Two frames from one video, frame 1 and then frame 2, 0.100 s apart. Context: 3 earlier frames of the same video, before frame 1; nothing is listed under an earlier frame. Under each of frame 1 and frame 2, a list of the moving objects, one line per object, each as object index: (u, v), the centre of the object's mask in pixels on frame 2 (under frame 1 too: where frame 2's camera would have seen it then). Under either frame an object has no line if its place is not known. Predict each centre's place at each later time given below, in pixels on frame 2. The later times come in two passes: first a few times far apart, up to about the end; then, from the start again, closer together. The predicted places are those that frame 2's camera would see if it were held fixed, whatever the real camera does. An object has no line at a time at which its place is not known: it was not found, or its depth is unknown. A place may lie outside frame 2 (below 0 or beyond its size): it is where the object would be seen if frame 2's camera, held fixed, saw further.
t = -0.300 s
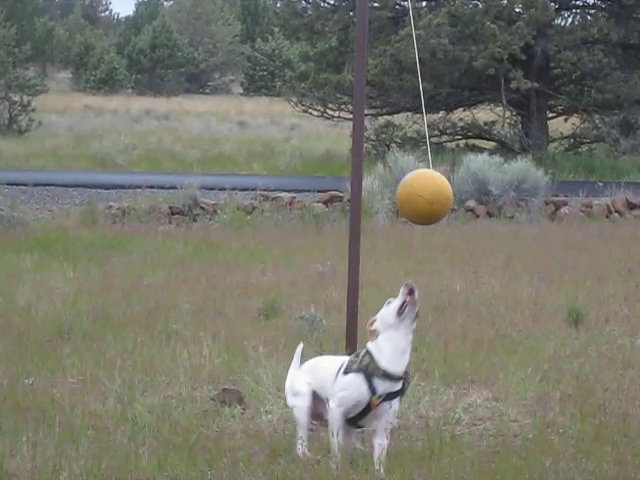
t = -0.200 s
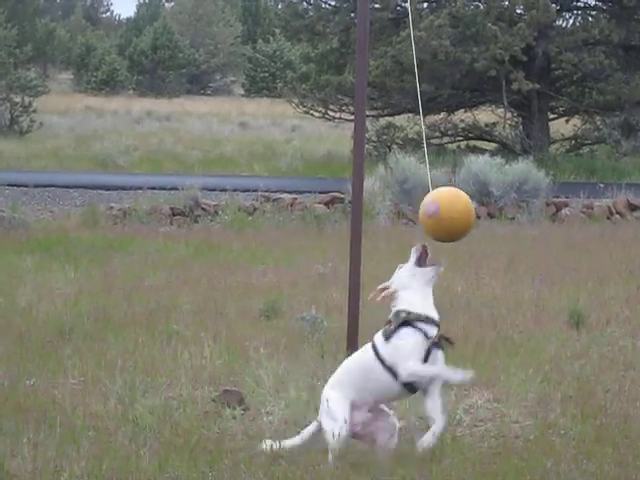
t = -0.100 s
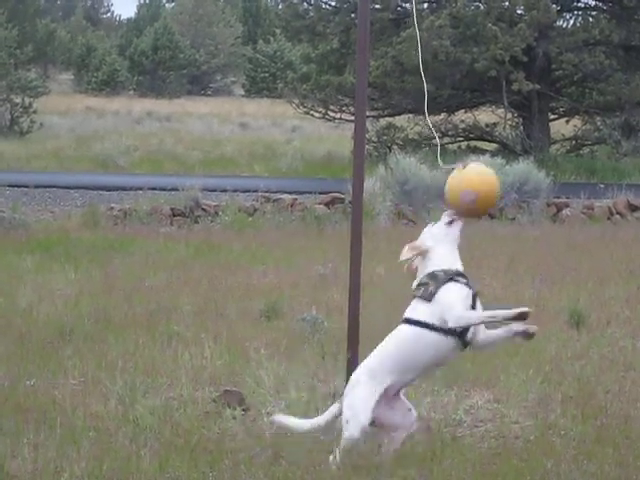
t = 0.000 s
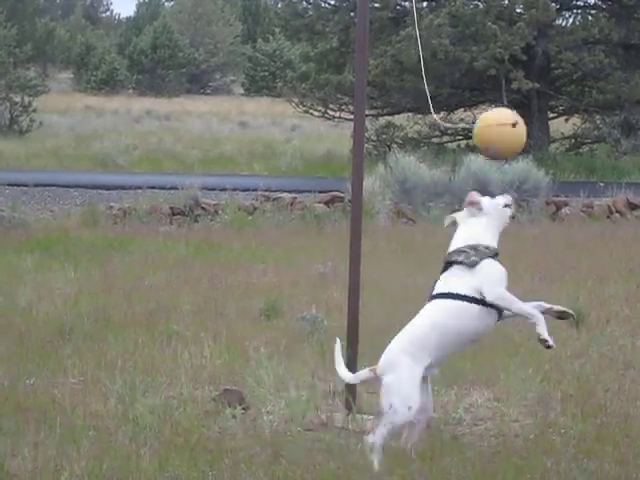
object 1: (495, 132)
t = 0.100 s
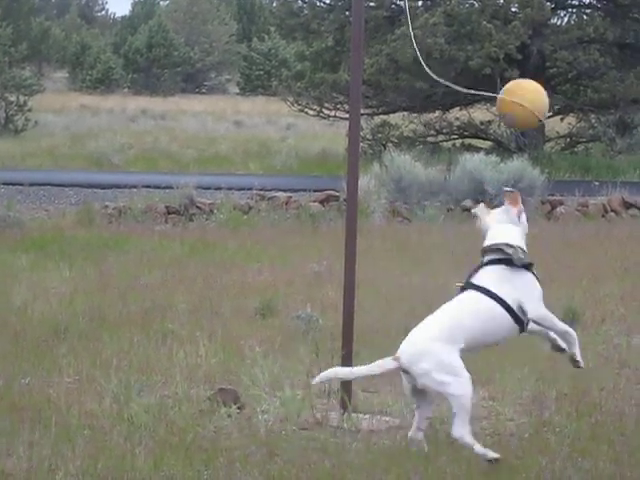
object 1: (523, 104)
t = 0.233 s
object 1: (562, 109)
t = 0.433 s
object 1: (595, 190)
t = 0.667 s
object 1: (517, 189)
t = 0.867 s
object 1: (424, 168)
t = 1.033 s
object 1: (345, 206)
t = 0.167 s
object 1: (542, 101)
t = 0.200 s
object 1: (552, 103)
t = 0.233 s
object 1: (562, 109)
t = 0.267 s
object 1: (570, 119)
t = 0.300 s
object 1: (579, 130)
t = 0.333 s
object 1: (587, 144)
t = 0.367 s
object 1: (593, 161)
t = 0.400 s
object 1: (597, 178)
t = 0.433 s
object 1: (595, 190)
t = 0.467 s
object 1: (588, 197)
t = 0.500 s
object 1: (579, 201)
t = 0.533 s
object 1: (568, 205)
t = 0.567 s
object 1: (558, 206)
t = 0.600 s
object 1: (545, 202)
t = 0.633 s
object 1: (532, 197)
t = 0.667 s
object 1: (517, 189)
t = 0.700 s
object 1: (502, 181)
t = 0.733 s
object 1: (487, 175)
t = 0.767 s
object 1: (471, 170)
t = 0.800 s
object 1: (455, 167)
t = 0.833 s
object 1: (440, 166)
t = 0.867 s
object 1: (424, 168)
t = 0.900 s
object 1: (409, 172)
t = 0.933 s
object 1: (393, 178)
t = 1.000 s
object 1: (369, 196)
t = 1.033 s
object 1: (345, 206)
